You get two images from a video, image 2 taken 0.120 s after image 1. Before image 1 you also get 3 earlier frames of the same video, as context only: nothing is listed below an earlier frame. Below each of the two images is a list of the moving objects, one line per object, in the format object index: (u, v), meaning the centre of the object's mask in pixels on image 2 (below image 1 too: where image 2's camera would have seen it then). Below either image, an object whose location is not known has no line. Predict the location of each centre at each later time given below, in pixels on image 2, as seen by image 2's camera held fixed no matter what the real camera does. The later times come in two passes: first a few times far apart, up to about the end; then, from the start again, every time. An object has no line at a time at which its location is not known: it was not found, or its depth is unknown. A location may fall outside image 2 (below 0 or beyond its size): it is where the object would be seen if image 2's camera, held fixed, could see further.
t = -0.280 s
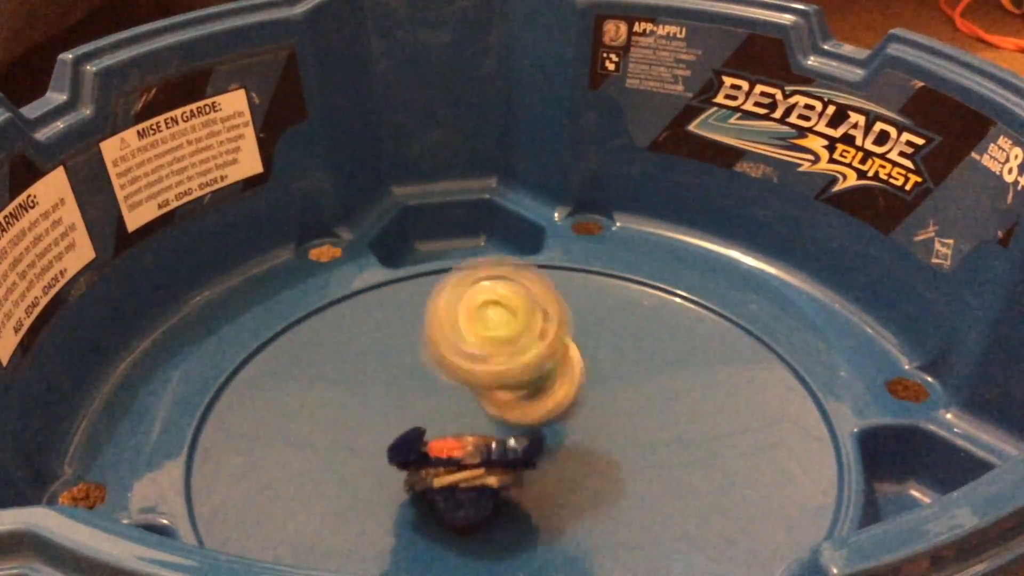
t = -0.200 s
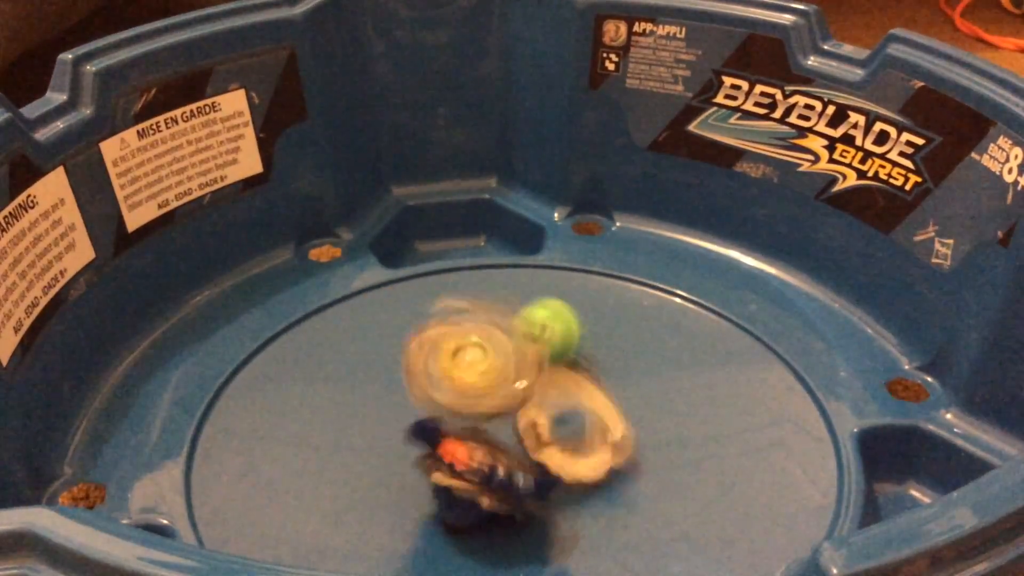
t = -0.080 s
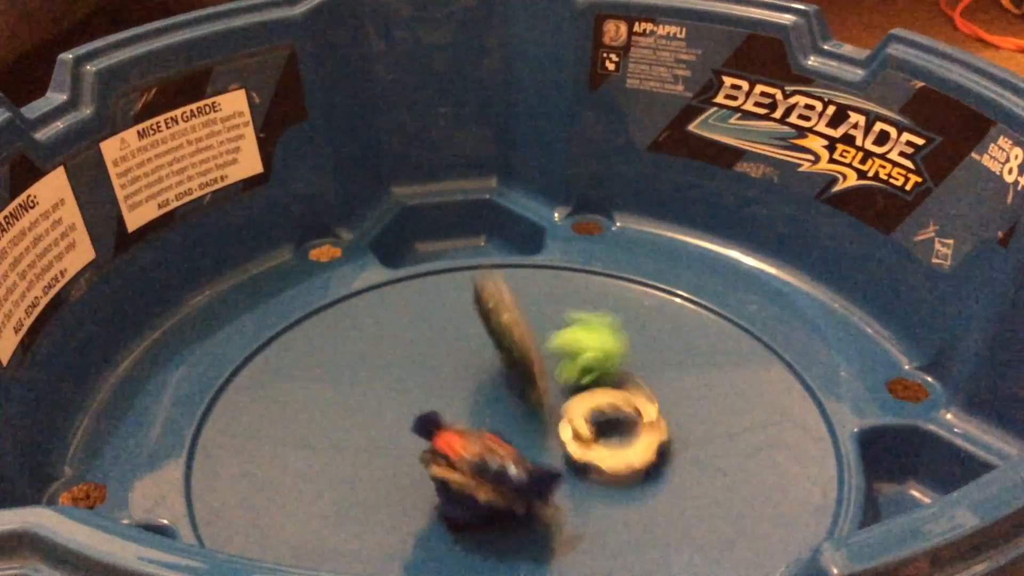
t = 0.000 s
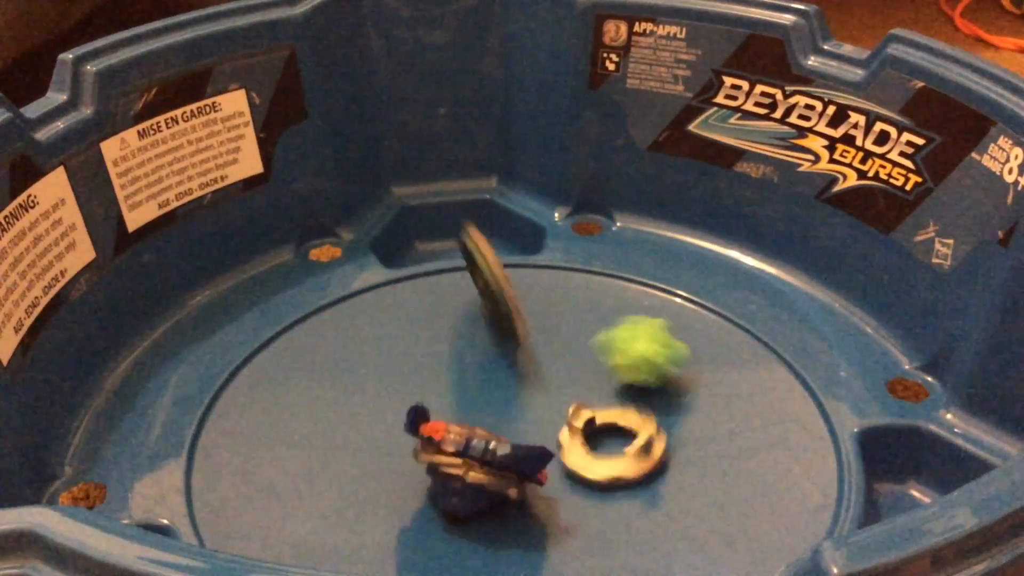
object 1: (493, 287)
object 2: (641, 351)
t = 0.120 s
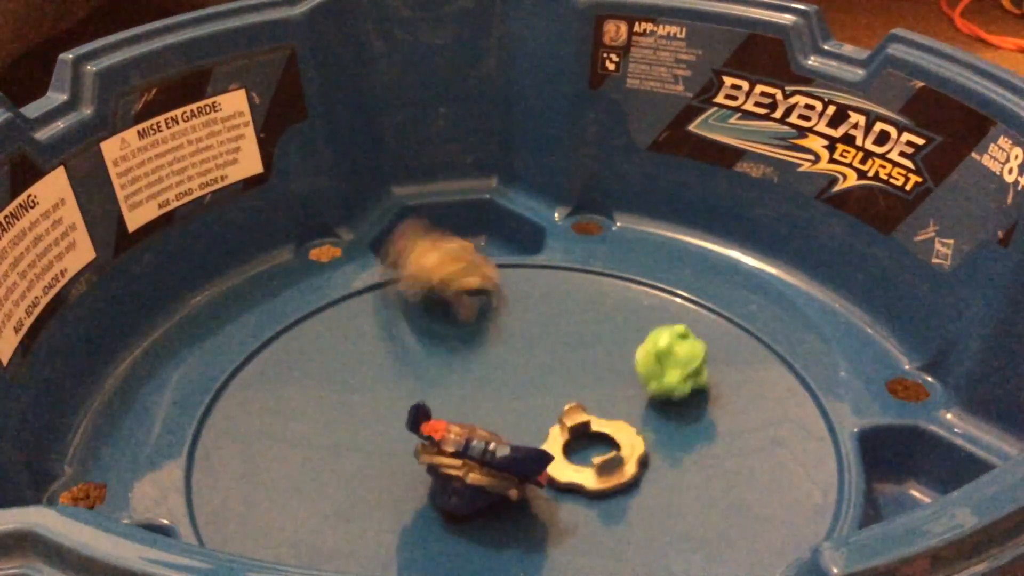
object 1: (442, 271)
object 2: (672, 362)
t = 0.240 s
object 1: (411, 293)
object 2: (650, 392)
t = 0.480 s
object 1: (426, 345)
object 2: (645, 395)
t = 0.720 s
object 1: (426, 345)
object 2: (645, 395)
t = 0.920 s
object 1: (426, 345)
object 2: (645, 395)
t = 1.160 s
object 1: (426, 345)
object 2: (645, 395)
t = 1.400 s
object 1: (426, 345)
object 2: (645, 395)
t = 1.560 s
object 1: (426, 345)
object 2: (645, 395)
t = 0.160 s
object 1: (424, 278)
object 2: (667, 372)
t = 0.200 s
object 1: (415, 285)
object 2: (660, 383)
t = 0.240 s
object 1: (411, 293)
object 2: (650, 392)
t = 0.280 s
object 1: (412, 306)
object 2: (647, 394)
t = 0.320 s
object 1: (416, 320)
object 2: (646, 395)
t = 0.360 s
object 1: (421, 333)
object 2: (645, 395)
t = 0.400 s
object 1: (424, 341)
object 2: (645, 395)
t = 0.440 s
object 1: (426, 344)
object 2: (645, 395)
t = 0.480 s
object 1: (426, 345)
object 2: (645, 395)
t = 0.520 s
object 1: (426, 345)
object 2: (645, 395)
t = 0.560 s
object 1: (426, 344)
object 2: (645, 395)
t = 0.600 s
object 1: (426, 344)
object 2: (645, 395)
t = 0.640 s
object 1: (426, 344)
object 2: (645, 395)
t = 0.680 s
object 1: (426, 344)
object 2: (645, 395)
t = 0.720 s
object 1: (426, 345)
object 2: (645, 395)
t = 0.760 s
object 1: (426, 345)
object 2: (645, 395)
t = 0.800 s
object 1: (426, 345)
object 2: (645, 395)
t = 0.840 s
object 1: (426, 345)
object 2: (645, 395)
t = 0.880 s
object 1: (426, 345)
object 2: (645, 395)
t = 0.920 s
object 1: (426, 345)
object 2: (645, 395)
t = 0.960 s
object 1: (426, 345)
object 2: (645, 395)
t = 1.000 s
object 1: (426, 345)
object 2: (645, 395)
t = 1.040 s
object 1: (426, 345)
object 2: (645, 395)
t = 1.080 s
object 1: (426, 345)
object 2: (645, 395)
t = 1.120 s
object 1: (426, 345)
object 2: (645, 395)
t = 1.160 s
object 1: (426, 345)
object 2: (645, 395)
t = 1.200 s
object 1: (426, 345)
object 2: (645, 395)
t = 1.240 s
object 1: (426, 345)
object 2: (645, 395)
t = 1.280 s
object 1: (426, 345)
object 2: (645, 395)
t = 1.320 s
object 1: (426, 345)
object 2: (645, 395)
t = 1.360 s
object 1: (426, 345)
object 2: (645, 395)
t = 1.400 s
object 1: (426, 345)
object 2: (645, 395)
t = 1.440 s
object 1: (426, 345)
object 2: (645, 395)
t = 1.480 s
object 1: (426, 345)
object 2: (645, 395)
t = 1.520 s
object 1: (425, 345)
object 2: (645, 395)
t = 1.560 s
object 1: (426, 345)
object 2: (645, 395)
